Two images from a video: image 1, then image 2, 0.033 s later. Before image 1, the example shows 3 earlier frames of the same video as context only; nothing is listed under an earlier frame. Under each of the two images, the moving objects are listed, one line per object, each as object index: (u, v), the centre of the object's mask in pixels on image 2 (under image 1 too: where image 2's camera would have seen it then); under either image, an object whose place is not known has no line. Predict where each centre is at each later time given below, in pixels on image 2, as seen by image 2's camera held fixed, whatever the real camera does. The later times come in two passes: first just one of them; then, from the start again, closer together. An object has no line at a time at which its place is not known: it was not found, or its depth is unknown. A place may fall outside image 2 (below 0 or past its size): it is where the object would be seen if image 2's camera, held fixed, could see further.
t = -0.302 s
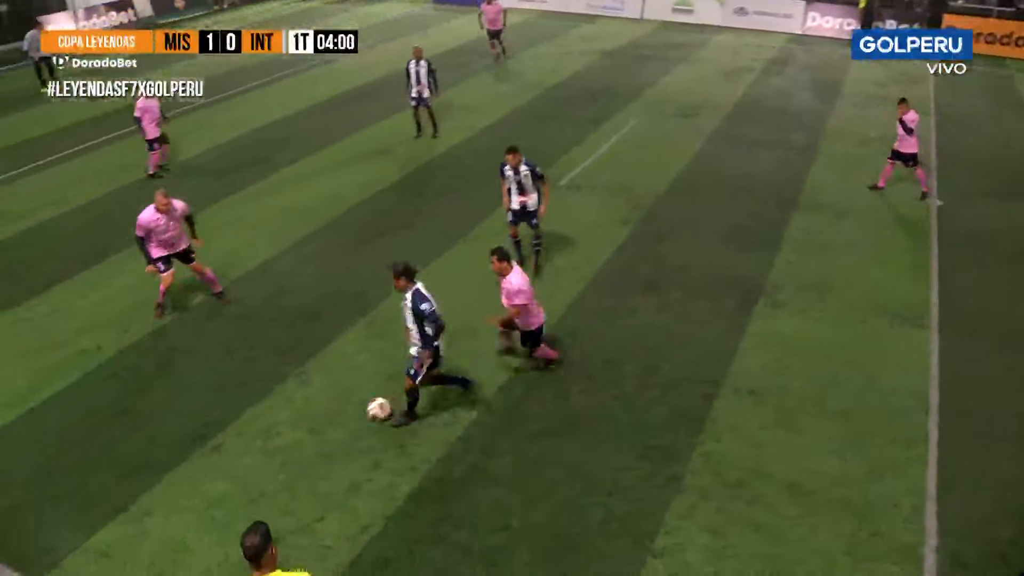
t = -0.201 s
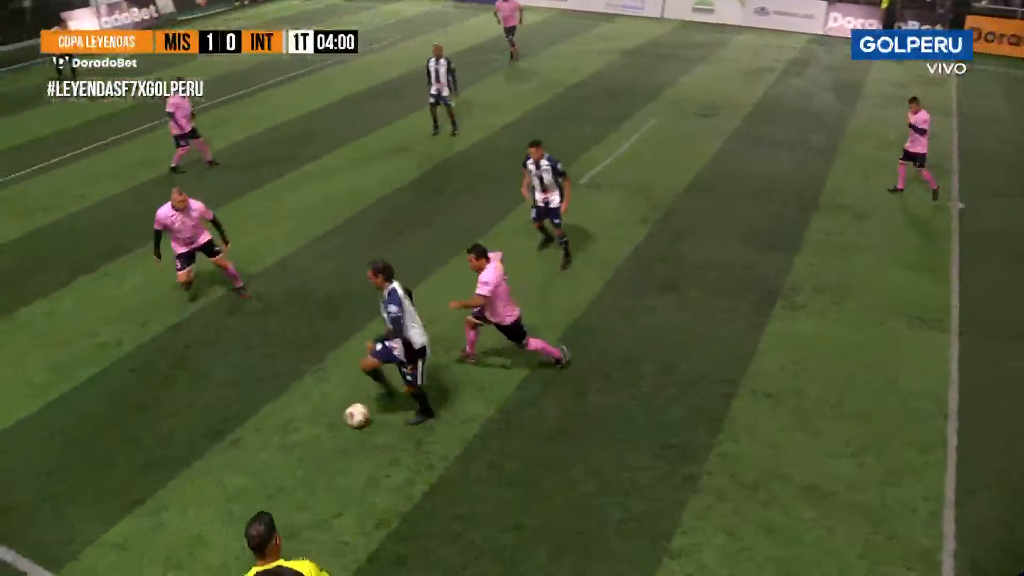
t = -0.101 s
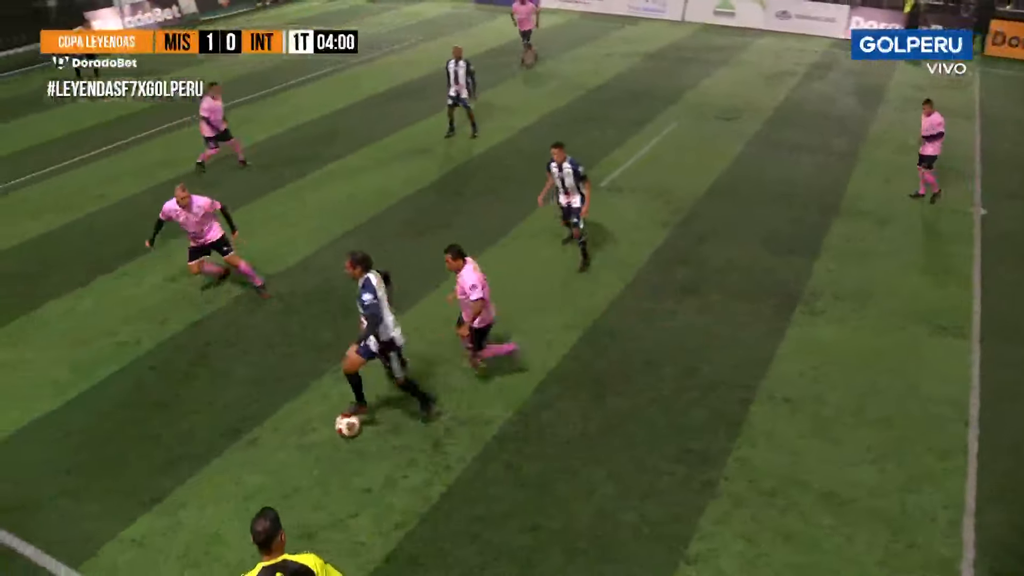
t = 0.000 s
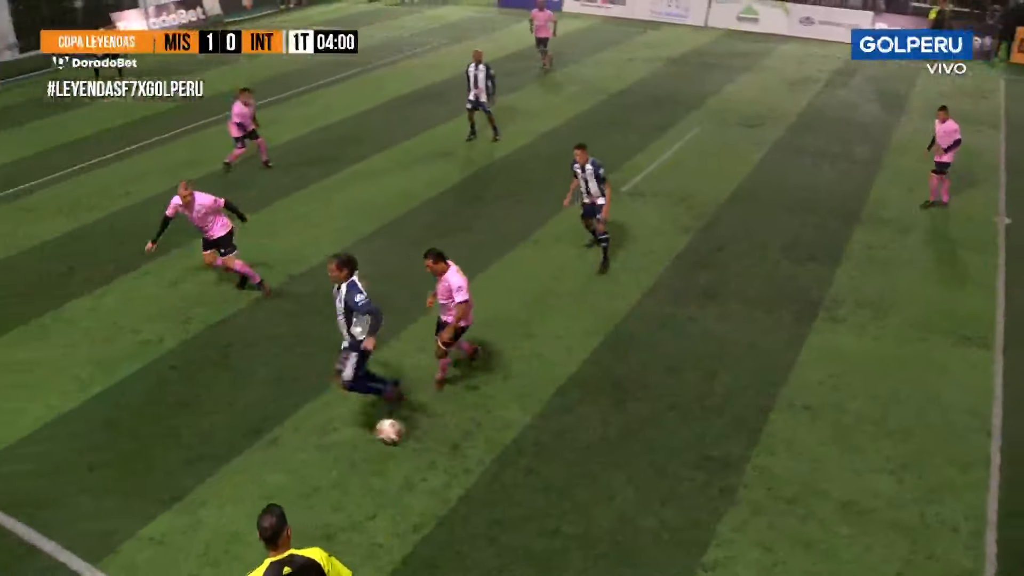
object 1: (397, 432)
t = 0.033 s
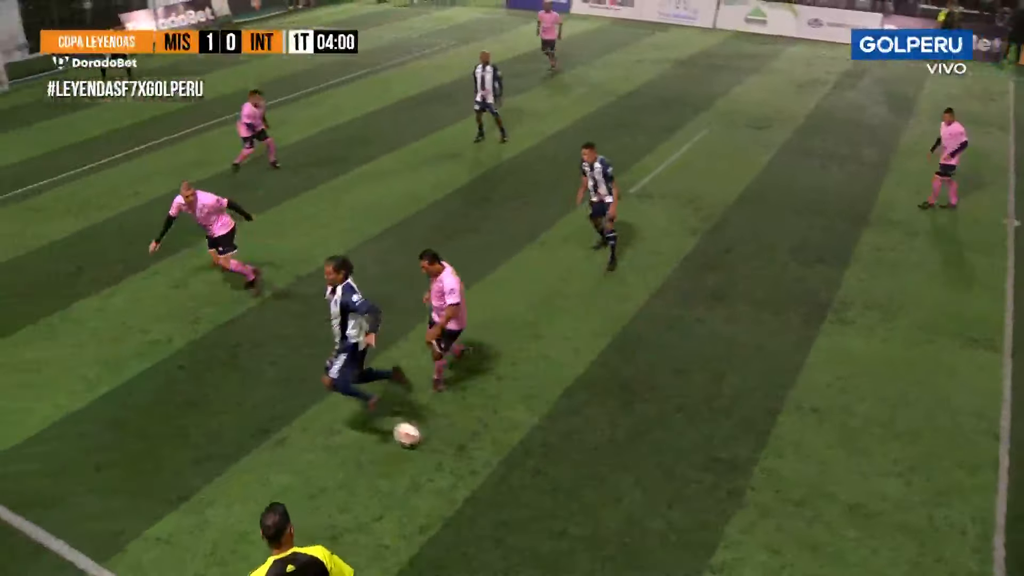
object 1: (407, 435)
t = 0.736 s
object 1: (636, 489)
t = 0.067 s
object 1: (419, 439)
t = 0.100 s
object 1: (429, 440)
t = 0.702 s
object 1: (625, 487)
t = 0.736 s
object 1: (636, 489)
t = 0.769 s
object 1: (649, 492)
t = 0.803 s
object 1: (661, 495)
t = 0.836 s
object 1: (671, 498)
